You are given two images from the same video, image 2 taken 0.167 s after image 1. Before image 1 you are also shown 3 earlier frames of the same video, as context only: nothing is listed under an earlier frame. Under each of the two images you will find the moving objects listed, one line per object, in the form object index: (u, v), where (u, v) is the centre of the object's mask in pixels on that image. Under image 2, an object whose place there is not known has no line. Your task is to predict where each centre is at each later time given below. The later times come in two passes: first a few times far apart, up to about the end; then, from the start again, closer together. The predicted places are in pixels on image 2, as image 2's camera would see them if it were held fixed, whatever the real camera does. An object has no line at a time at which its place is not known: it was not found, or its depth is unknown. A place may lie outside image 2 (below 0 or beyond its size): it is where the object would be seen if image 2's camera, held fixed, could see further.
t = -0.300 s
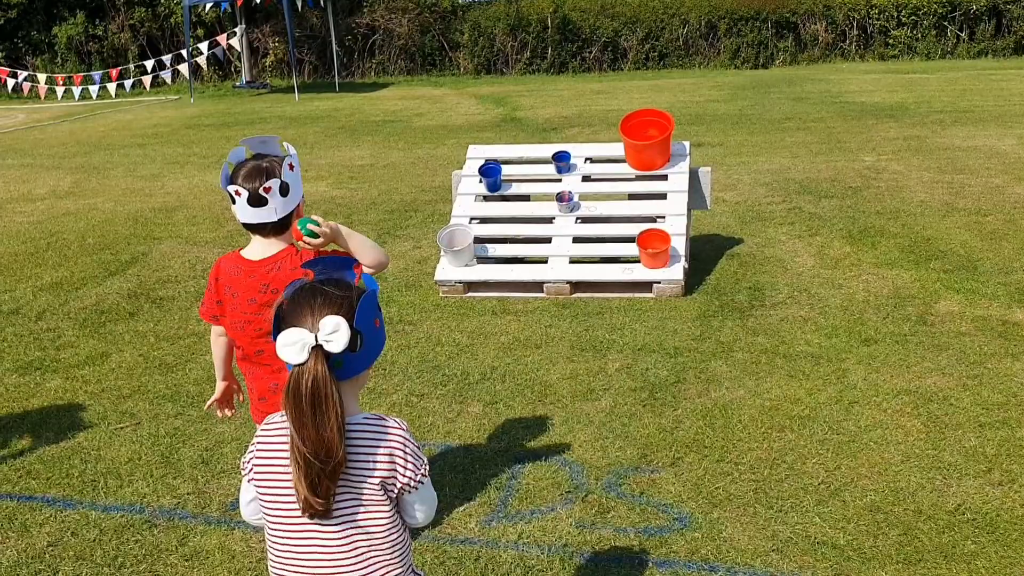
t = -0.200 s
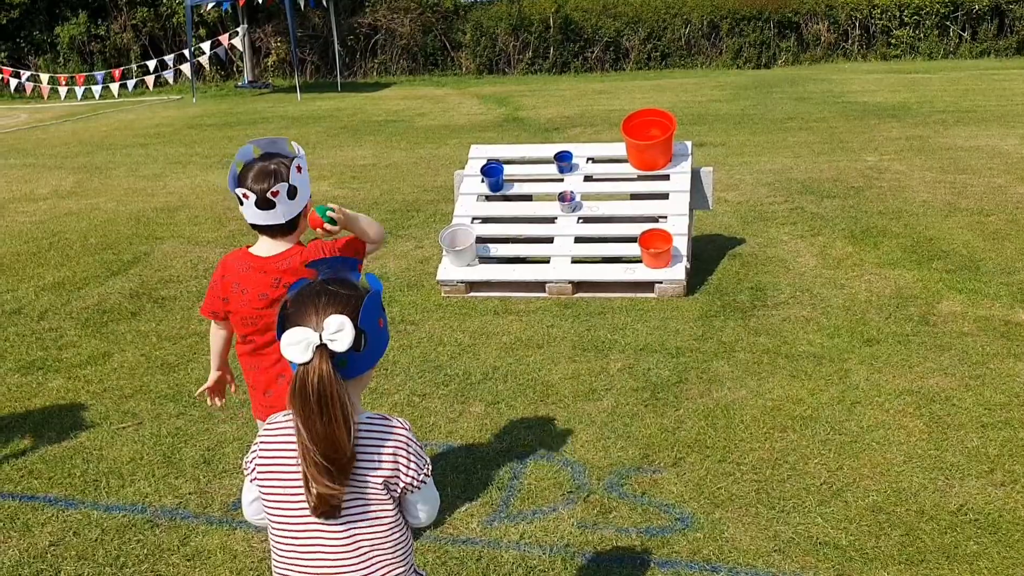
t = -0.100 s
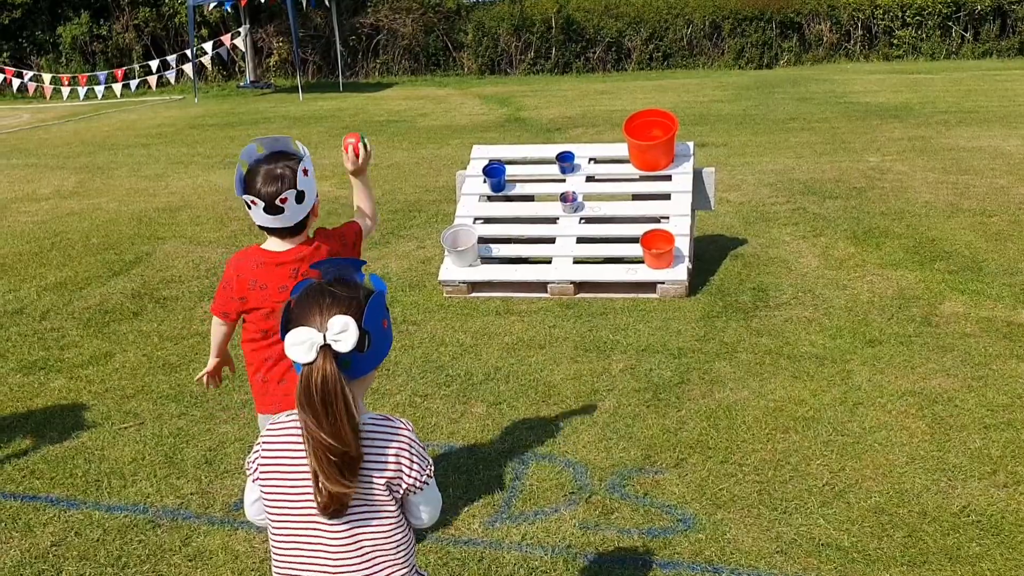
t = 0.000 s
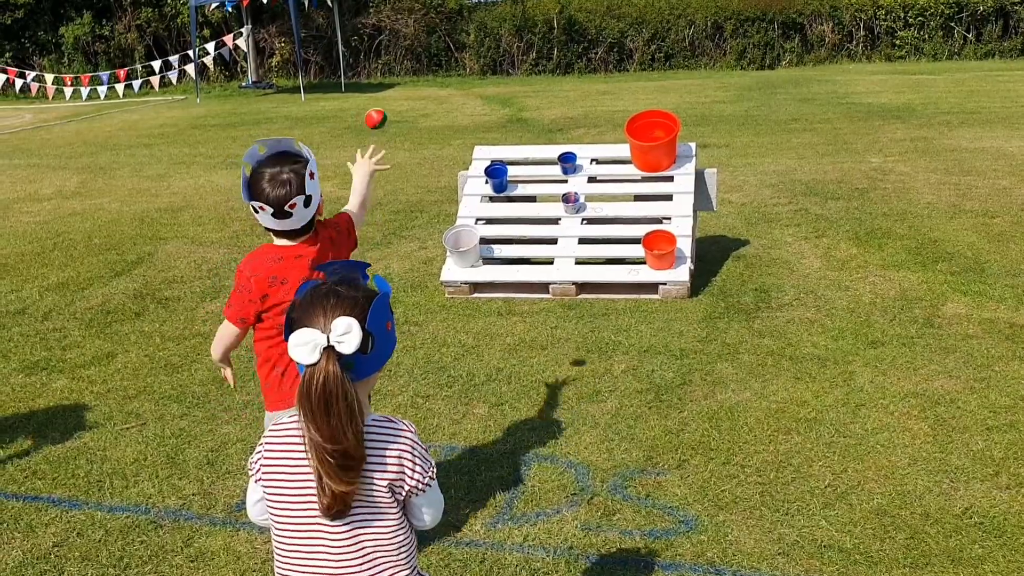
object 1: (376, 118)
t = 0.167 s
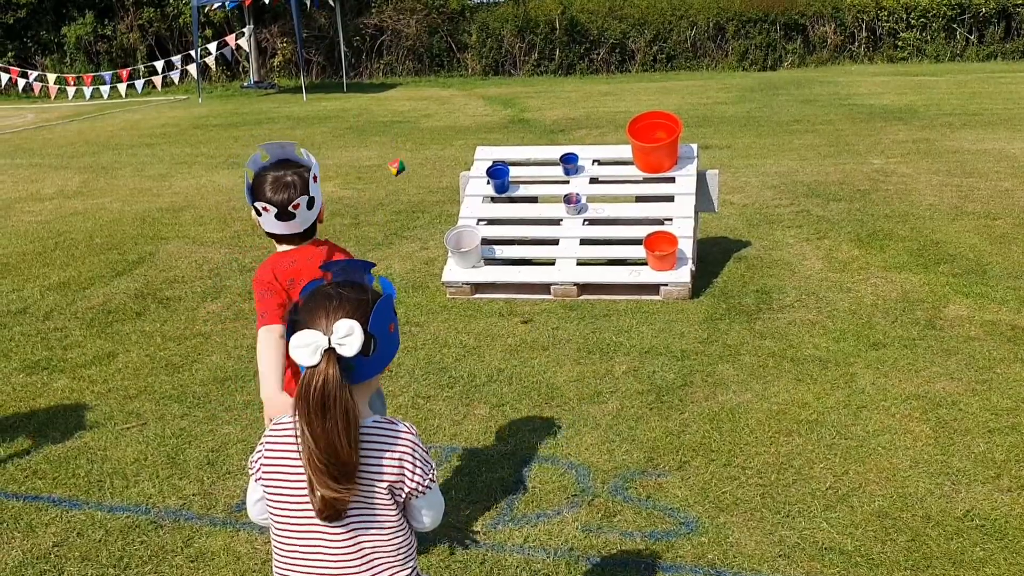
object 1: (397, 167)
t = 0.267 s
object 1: (405, 217)
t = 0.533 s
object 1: (423, 260)
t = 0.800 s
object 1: (441, 259)
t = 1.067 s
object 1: (442, 241)
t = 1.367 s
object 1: (443, 229)
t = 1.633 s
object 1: (441, 224)
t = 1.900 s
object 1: (441, 221)
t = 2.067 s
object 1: (440, 221)
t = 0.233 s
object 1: (402, 199)
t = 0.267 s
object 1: (405, 217)
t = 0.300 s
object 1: (408, 235)
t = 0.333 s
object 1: (410, 255)
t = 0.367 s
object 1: (413, 275)
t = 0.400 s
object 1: (417, 297)
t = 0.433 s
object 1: (418, 291)
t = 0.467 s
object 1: (419, 278)
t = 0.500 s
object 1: (421, 268)
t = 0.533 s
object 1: (423, 260)
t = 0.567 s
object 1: (425, 253)
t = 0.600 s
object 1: (428, 250)
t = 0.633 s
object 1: (430, 248)
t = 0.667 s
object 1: (432, 249)
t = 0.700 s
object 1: (434, 251)
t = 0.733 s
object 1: (437, 256)
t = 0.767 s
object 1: (439, 262)
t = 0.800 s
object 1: (441, 259)
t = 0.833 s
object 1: (441, 254)
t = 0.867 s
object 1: (442, 250)
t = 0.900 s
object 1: (442, 248)
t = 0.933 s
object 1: (443, 249)
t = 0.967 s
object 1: (443, 249)
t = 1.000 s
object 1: (443, 246)
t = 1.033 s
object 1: (442, 242)
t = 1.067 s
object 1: (442, 241)
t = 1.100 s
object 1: (442, 241)
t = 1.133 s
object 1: (443, 239)
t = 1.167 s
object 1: (443, 236)
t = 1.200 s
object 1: (443, 235)
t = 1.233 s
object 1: (443, 234)
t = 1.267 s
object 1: (444, 232)
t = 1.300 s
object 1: (443, 231)
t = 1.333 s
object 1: (443, 231)
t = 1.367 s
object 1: (443, 229)
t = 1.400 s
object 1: (443, 228)
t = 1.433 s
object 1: (443, 227)
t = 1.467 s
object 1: (442, 227)
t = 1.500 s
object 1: (441, 226)
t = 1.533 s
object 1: (441, 225)
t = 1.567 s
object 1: (441, 224)
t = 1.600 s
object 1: (441, 224)
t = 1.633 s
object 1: (441, 224)
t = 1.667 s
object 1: (442, 223)
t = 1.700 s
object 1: (442, 222)
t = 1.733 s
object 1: (442, 222)
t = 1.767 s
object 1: (442, 222)
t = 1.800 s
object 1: (442, 222)
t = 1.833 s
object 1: (441, 222)
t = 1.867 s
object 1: (441, 221)
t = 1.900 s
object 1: (441, 221)
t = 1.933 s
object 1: (440, 221)
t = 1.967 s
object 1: (440, 221)
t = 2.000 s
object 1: (440, 221)
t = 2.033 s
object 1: (440, 221)
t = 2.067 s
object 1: (440, 221)
